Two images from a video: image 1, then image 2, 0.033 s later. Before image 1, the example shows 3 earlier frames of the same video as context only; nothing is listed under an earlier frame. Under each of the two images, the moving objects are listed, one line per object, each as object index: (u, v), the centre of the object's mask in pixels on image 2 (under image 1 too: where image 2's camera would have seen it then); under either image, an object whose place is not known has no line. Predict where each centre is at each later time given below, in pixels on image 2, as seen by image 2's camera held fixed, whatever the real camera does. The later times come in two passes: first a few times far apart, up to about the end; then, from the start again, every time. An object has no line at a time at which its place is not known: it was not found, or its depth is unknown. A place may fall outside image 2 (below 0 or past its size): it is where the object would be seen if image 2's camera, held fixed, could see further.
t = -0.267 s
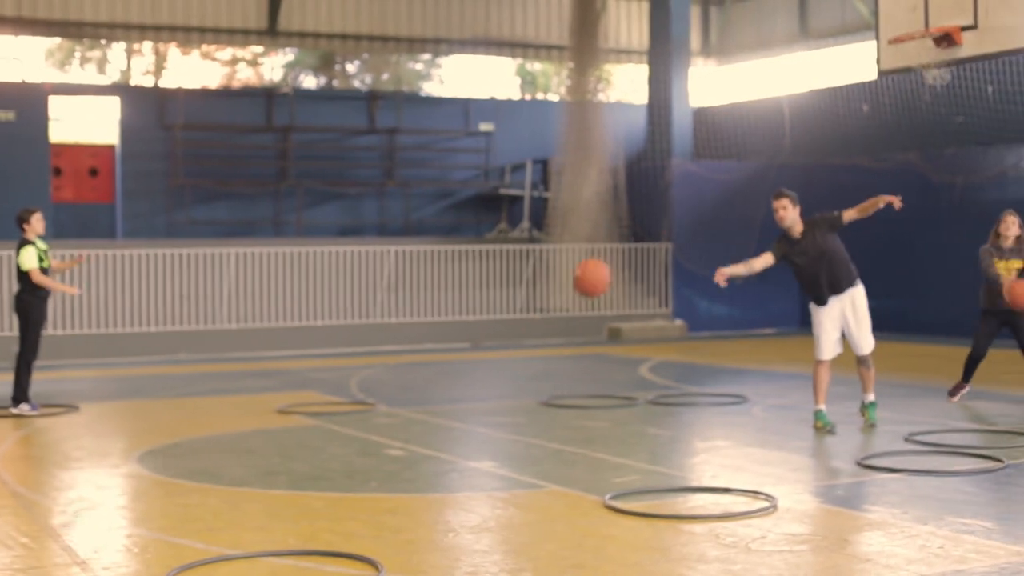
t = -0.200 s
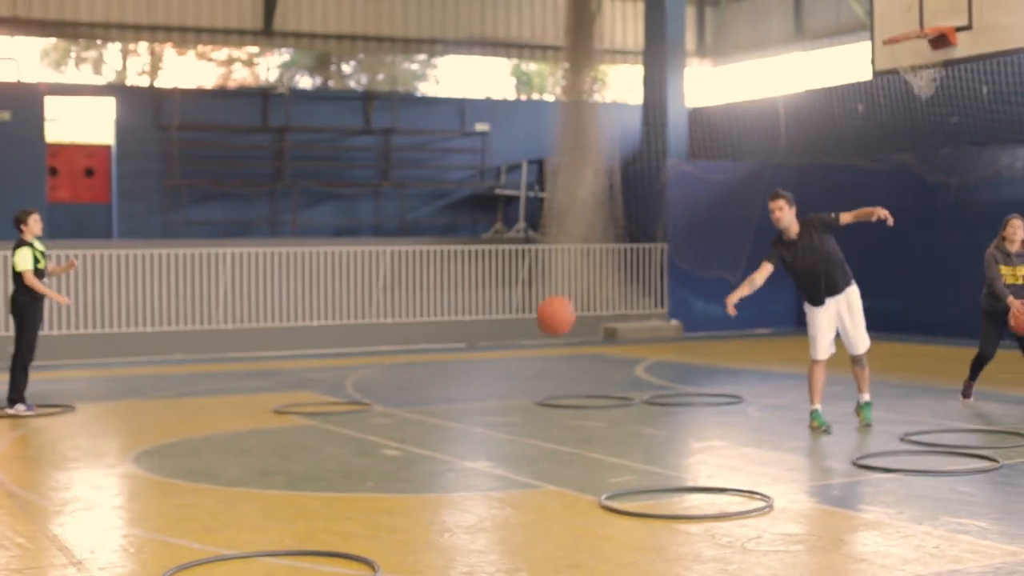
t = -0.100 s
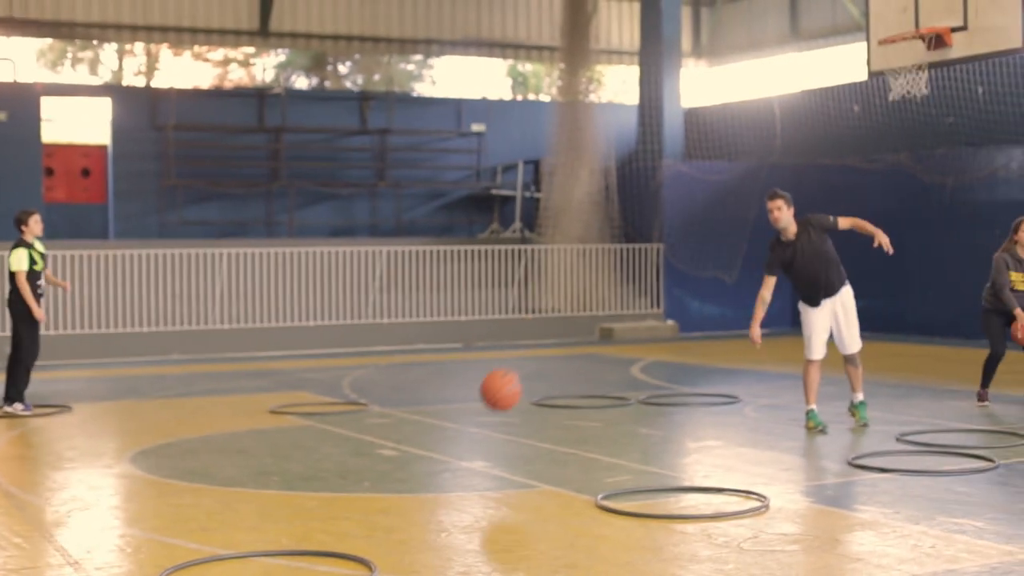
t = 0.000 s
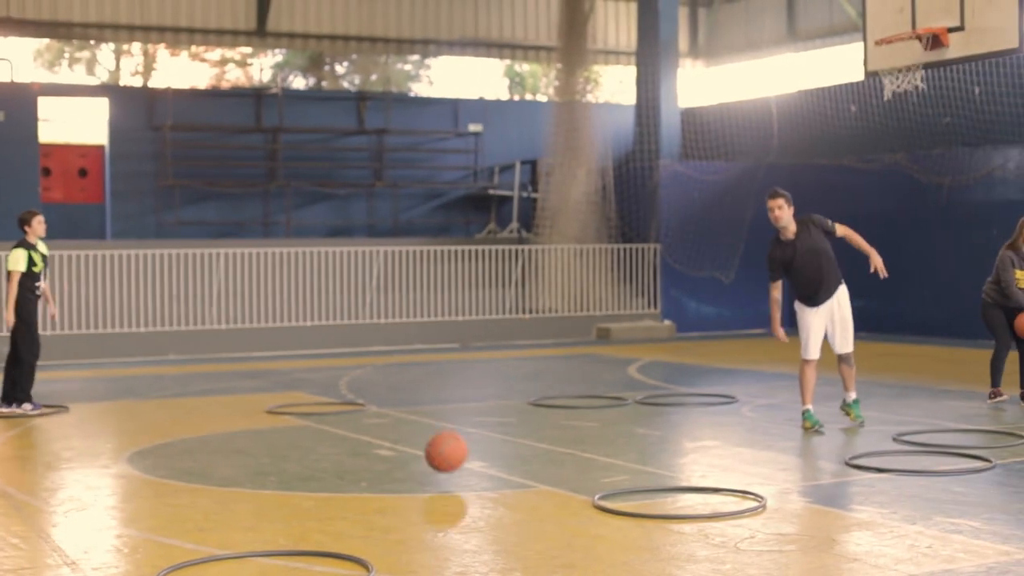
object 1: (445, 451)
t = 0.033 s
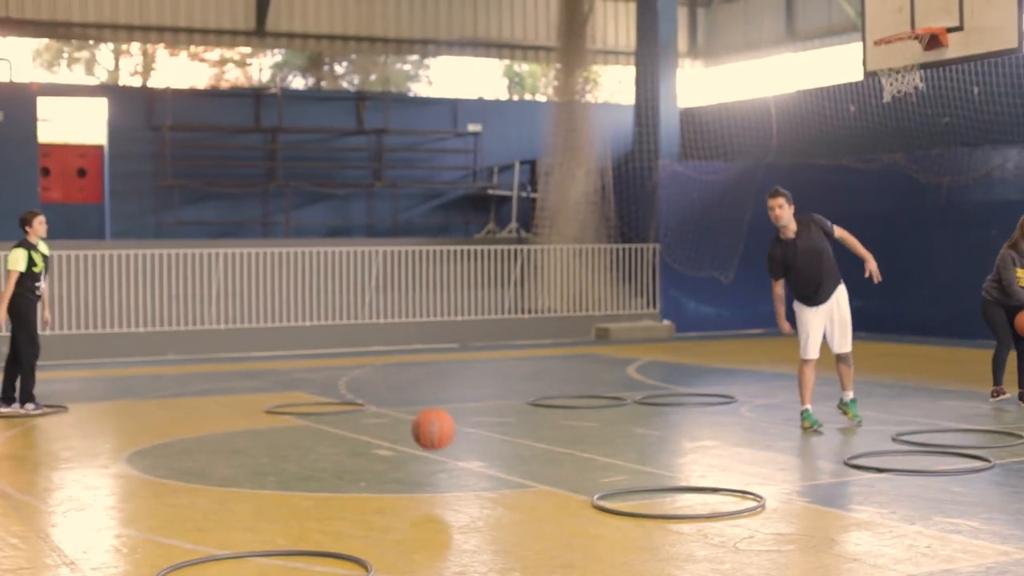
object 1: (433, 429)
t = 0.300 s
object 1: (330, 305)
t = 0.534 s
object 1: (227, 298)
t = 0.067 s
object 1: (421, 408)
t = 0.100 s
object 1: (408, 388)
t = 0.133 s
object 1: (396, 370)
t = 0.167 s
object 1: (383, 353)
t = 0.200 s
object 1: (370, 339)
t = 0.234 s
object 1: (357, 326)
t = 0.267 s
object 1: (343, 315)
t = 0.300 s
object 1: (330, 305)
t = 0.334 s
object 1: (316, 297)
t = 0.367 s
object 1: (301, 292)
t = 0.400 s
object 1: (287, 289)
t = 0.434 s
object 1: (272, 288)
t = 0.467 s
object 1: (258, 289)
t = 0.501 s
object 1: (243, 292)
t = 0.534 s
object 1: (227, 298)
